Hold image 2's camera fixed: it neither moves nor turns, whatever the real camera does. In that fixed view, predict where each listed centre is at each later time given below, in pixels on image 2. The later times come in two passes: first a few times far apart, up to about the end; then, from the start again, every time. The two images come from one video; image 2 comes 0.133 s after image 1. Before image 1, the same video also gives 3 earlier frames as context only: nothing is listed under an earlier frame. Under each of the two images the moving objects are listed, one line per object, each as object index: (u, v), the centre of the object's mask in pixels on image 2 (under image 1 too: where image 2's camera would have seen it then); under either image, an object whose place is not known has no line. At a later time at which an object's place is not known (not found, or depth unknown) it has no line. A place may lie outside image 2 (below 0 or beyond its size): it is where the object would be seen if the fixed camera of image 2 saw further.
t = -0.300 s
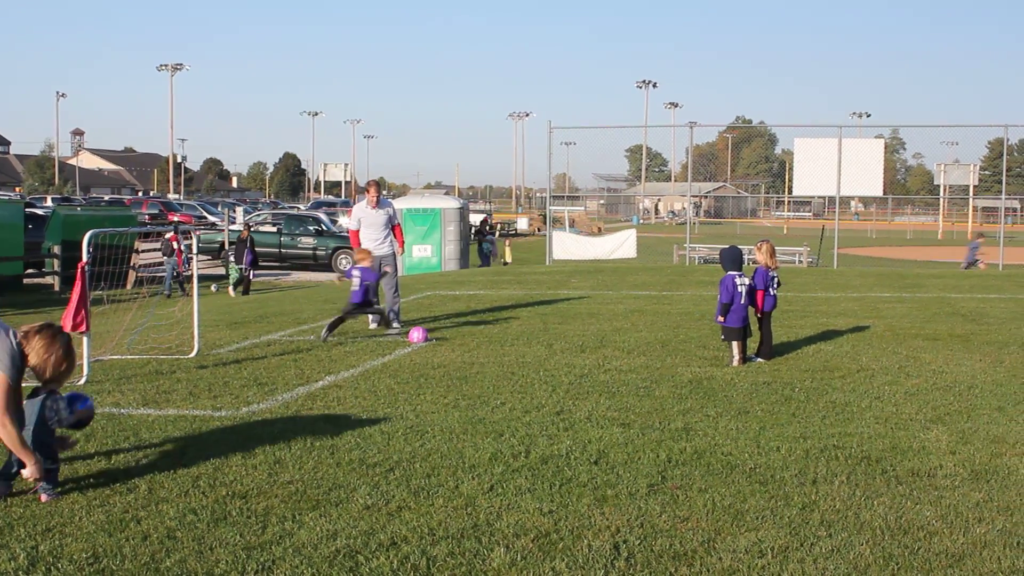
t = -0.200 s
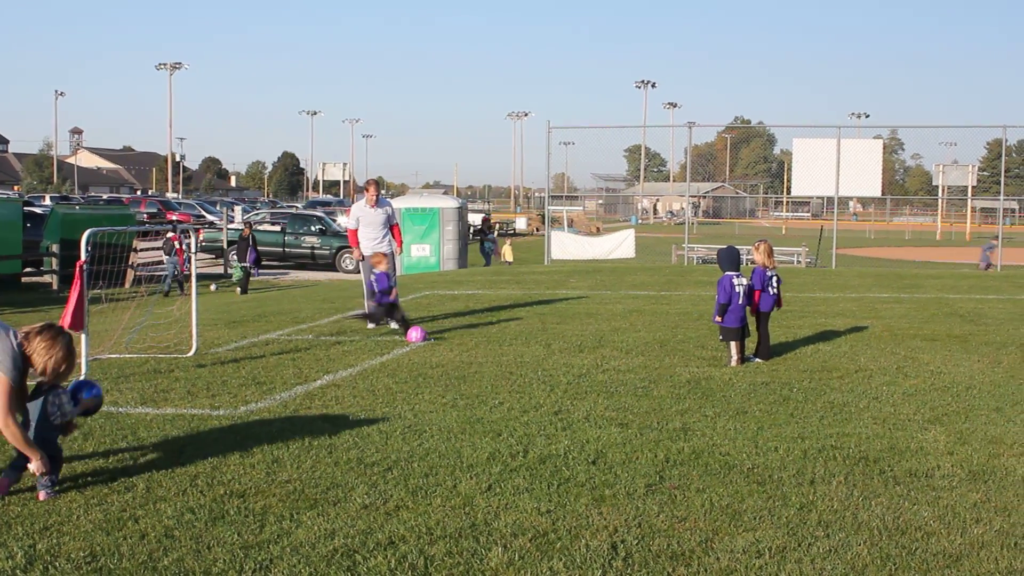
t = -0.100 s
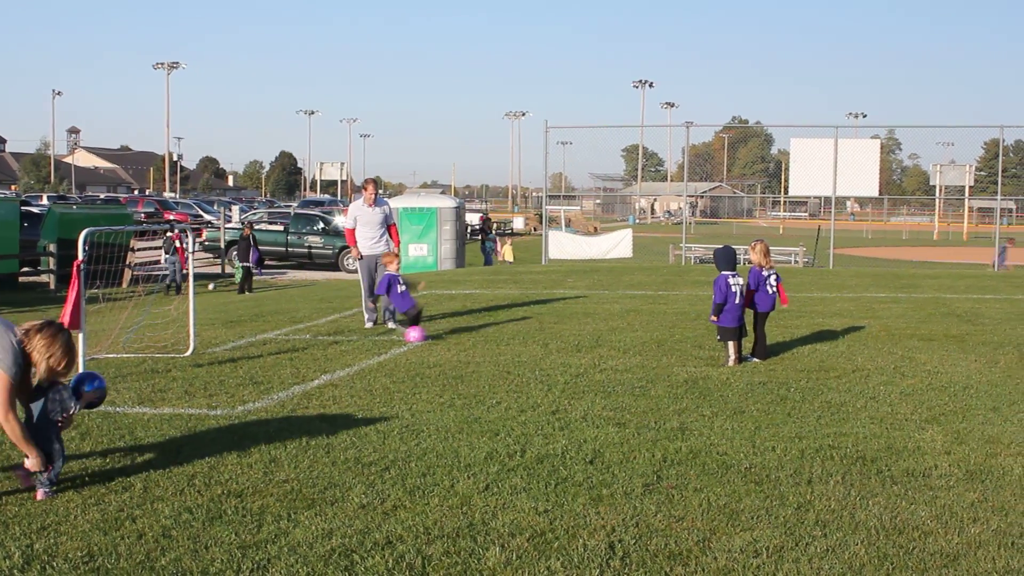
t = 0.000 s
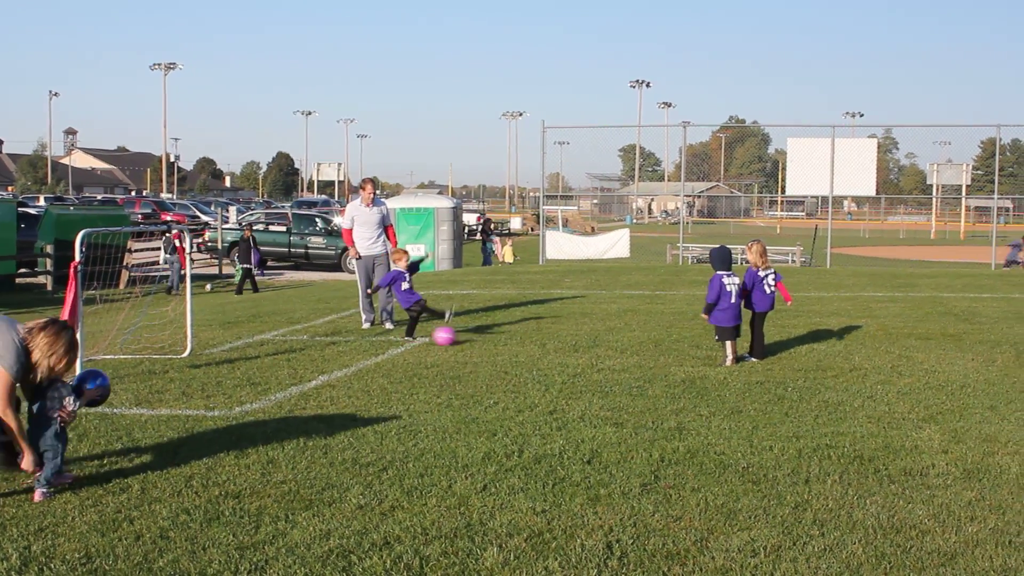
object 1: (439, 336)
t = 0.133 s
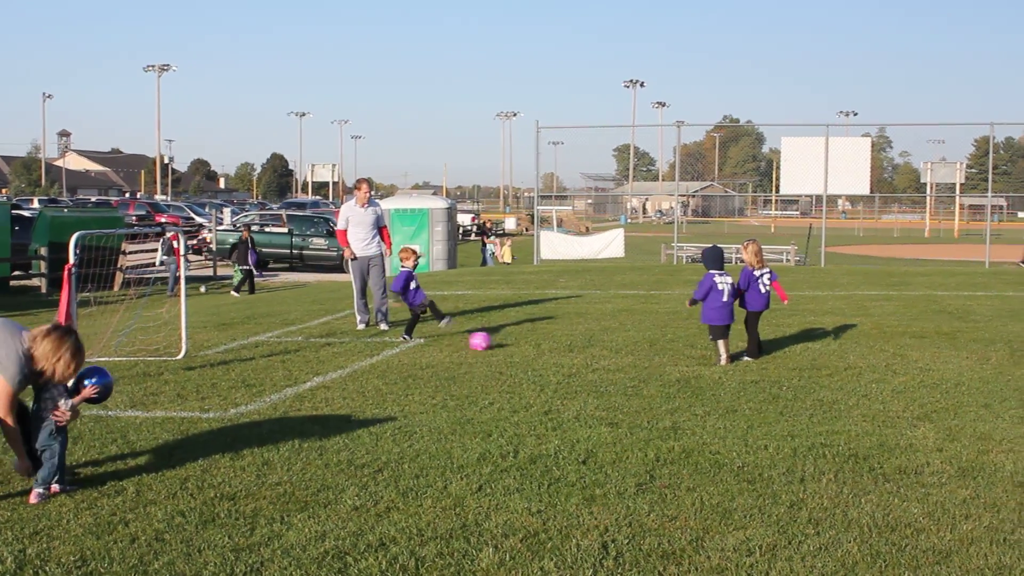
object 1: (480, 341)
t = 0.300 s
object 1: (522, 345)
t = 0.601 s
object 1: (578, 352)
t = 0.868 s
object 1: (620, 357)
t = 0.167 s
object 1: (488, 341)
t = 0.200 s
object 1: (497, 342)
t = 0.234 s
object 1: (506, 344)
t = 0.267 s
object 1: (514, 345)
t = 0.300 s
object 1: (522, 345)
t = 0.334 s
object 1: (529, 346)
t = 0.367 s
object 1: (536, 347)
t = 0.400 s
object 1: (543, 349)
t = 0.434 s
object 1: (550, 350)
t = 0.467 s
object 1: (556, 350)
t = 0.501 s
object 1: (562, 351)
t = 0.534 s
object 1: (568, 351)
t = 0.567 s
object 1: (573, 352)
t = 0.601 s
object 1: (578, 352)
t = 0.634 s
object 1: (584, 352)
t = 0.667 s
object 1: (589, 353)
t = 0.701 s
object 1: (594, 354)
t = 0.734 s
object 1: (600, 355)
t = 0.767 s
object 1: (605, 356)
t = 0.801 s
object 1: (610, 356)
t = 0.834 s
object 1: (615, 356)
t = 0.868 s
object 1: (620, 357)
